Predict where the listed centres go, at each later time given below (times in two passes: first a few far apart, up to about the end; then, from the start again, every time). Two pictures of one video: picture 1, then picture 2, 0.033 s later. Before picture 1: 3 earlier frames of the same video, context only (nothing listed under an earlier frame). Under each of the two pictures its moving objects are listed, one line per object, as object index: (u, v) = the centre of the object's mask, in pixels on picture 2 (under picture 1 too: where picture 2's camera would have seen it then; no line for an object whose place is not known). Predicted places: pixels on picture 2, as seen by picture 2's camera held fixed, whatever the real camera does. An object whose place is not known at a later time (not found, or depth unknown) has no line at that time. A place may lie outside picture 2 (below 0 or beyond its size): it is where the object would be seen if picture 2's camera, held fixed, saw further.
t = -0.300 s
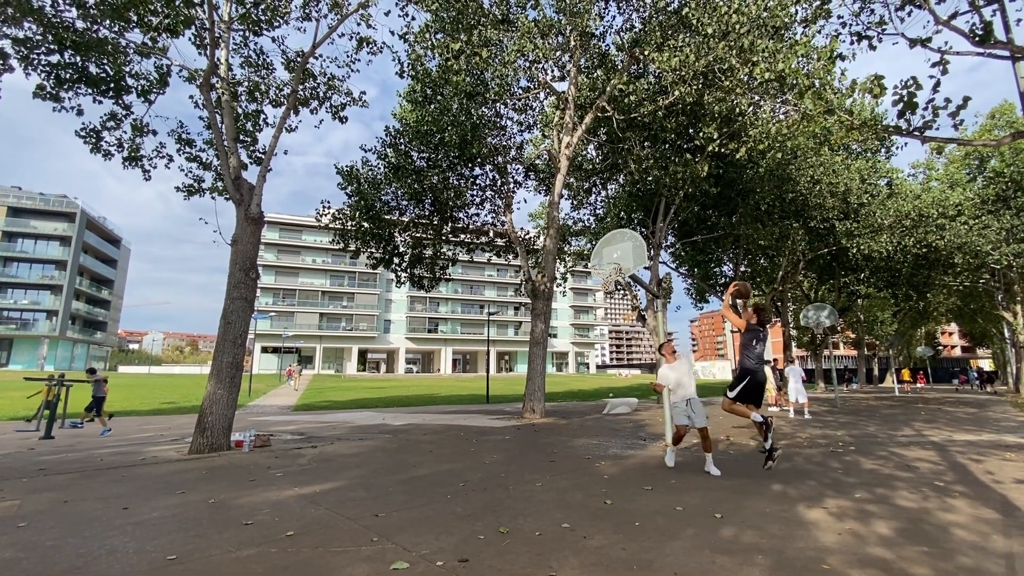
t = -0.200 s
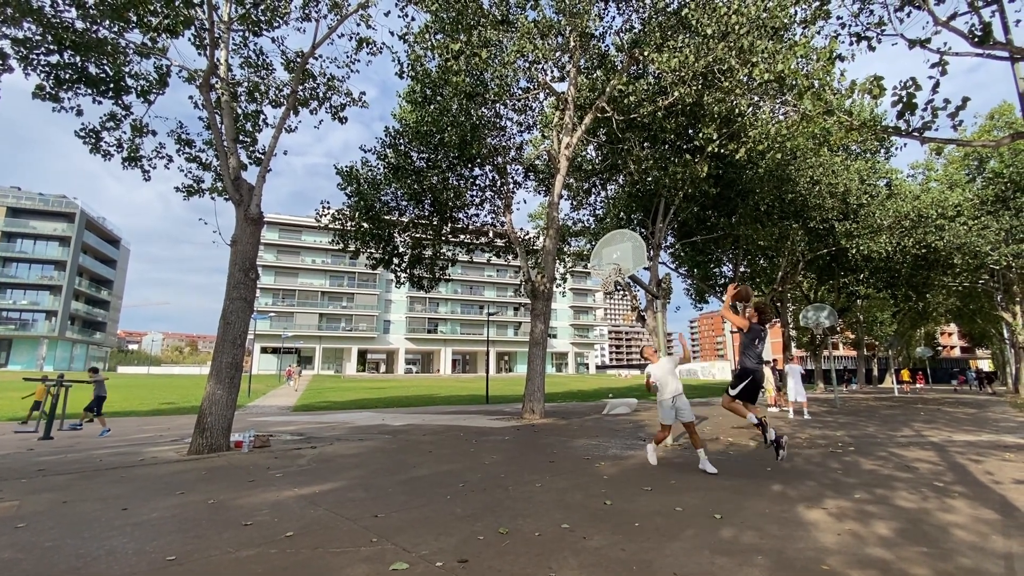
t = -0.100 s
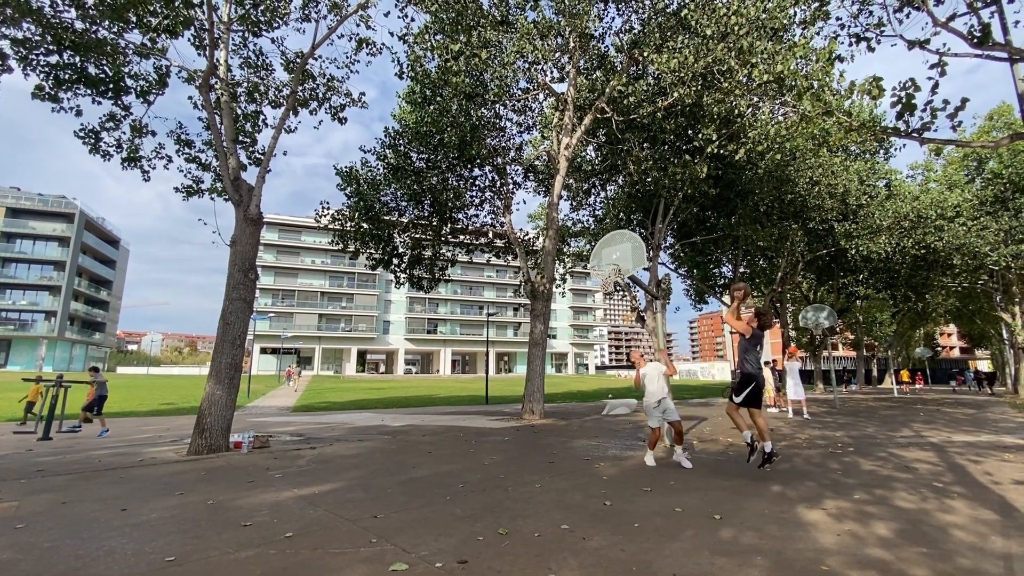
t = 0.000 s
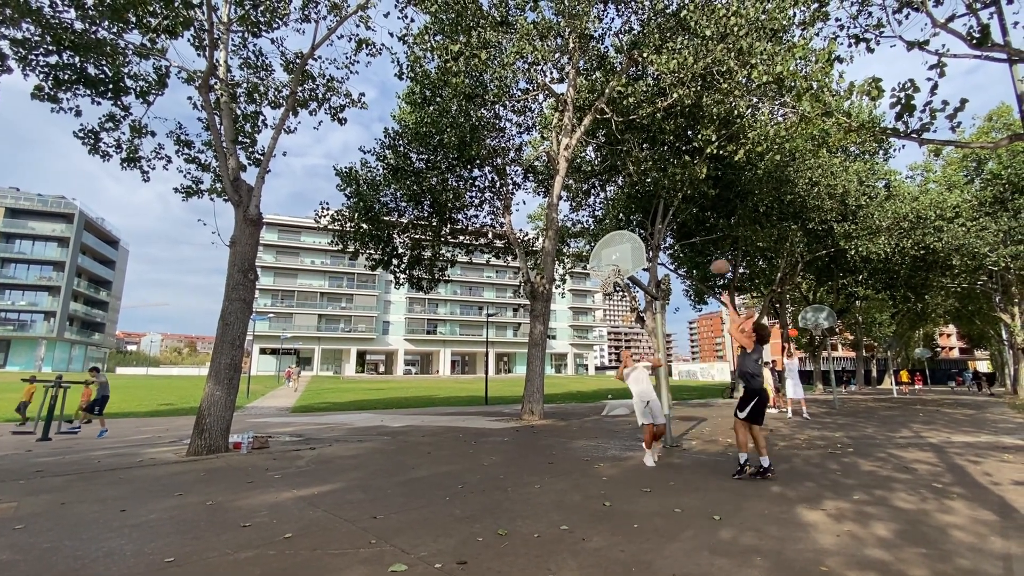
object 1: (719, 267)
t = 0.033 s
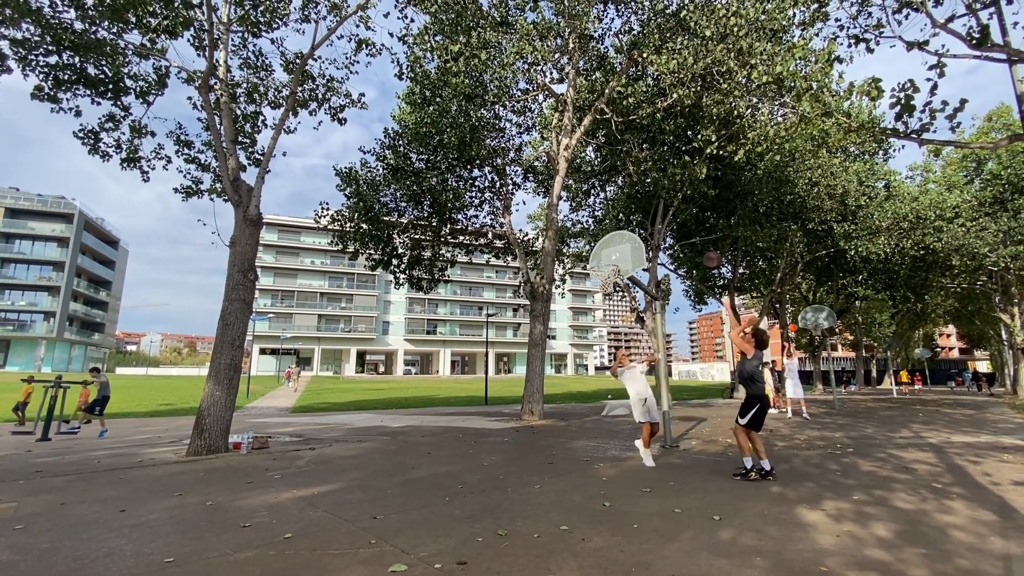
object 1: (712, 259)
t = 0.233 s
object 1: (671, 232)
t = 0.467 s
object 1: (633, 233)
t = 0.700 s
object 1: (605, 255)
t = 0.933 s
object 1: (598, 245)
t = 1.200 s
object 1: (588, 266)
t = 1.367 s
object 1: (578, 286)
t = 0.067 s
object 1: (705, 253)
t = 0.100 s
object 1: (697, 246)
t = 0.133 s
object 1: (691, 242)
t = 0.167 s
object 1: (684, 238)
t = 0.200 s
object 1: (677, 234)
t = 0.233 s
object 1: (671, 232)
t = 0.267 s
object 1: (666, 230)
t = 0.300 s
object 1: (659, 229)
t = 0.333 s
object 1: (654, 229)
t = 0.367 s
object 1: (649, 229)
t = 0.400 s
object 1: (643, 230)
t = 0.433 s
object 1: (638, 231)
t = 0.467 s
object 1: (633, 233)
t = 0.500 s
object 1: (628, 236)
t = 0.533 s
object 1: (624, 240)
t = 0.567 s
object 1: (619, 243)
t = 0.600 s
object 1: (615, 248)
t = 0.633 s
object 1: (610, 253)
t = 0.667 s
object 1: (606, 258)
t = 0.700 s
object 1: (605, 255)
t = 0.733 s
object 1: (604, 251)
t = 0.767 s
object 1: (603, 249)
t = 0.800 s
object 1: (601, 247)
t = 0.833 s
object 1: (601, 246)
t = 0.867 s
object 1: (600, 245)
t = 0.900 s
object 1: (599, 245)
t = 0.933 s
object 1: (598, 245)
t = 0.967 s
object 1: (597, 246)
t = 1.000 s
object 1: (596, 248)
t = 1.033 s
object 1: (595, 250)
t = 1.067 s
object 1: (594, 253)
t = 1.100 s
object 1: (593, 257)
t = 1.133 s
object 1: (592, 261)
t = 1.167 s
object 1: (590, 263)
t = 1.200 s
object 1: (588, 266)
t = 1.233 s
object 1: (586, 268)
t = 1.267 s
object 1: (584, 271)
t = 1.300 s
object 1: (582, 276)
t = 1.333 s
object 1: (579, 280)
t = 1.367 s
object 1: (578, 286)
